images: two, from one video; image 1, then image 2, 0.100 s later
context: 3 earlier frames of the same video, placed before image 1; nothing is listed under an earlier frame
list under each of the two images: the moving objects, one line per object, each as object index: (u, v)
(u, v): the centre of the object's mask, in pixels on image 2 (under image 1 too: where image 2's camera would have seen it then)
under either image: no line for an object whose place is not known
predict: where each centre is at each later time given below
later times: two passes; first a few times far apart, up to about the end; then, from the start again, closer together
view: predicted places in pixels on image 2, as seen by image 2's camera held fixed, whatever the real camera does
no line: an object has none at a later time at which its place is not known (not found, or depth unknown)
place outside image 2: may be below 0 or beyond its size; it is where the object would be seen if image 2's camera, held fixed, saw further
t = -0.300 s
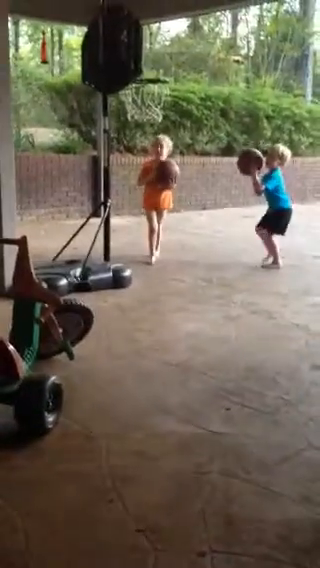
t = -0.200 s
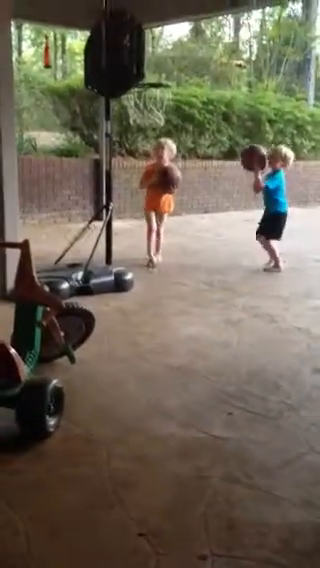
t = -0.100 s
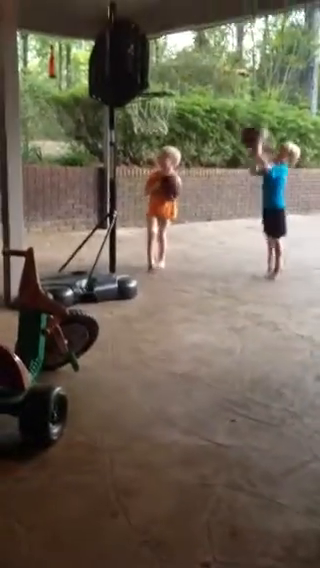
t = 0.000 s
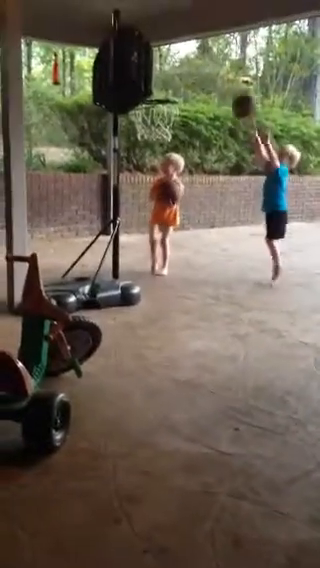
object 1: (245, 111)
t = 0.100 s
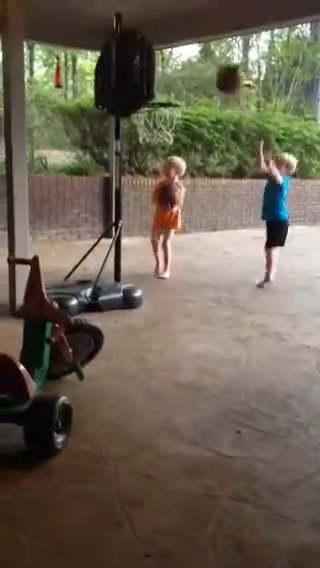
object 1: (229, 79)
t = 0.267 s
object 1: (195, 56)
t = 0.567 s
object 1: (166, 80)
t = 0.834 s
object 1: (199, 112)
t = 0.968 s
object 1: (224, 160)
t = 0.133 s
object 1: (222, 69)
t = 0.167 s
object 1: (215, 64)
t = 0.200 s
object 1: (209, 60)
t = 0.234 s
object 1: (202, 57)
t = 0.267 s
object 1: (195, 56)
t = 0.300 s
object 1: (187, 55)
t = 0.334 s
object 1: (180, 56)
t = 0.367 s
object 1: (172, 61)
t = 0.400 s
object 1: (167, 66)
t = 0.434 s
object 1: (162, 73)
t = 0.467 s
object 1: (160, 81)
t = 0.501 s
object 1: (160, 84)
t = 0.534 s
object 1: (164, 80)
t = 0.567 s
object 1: (166, 80)
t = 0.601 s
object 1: (169, 82)
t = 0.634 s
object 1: (173, 84)
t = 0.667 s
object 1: (176, 87)
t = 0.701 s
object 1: (182, 89)
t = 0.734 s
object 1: (187, 93)
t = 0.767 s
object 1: (191, 98)
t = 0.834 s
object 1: (199, 112)
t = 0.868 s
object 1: (205, 123)
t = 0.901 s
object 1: (210, 133)
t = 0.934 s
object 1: (218, 144)
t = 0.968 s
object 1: (224, 160)
